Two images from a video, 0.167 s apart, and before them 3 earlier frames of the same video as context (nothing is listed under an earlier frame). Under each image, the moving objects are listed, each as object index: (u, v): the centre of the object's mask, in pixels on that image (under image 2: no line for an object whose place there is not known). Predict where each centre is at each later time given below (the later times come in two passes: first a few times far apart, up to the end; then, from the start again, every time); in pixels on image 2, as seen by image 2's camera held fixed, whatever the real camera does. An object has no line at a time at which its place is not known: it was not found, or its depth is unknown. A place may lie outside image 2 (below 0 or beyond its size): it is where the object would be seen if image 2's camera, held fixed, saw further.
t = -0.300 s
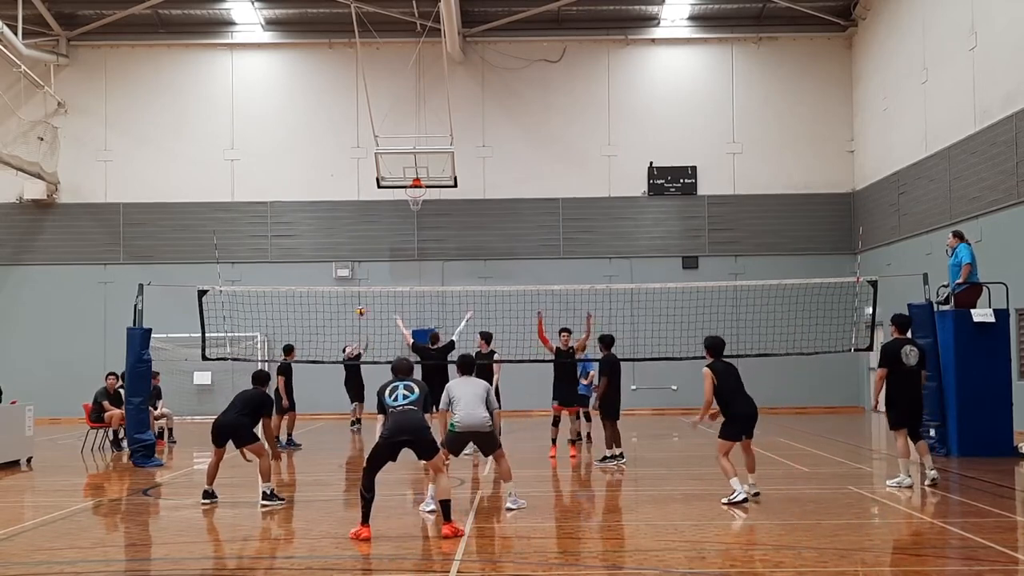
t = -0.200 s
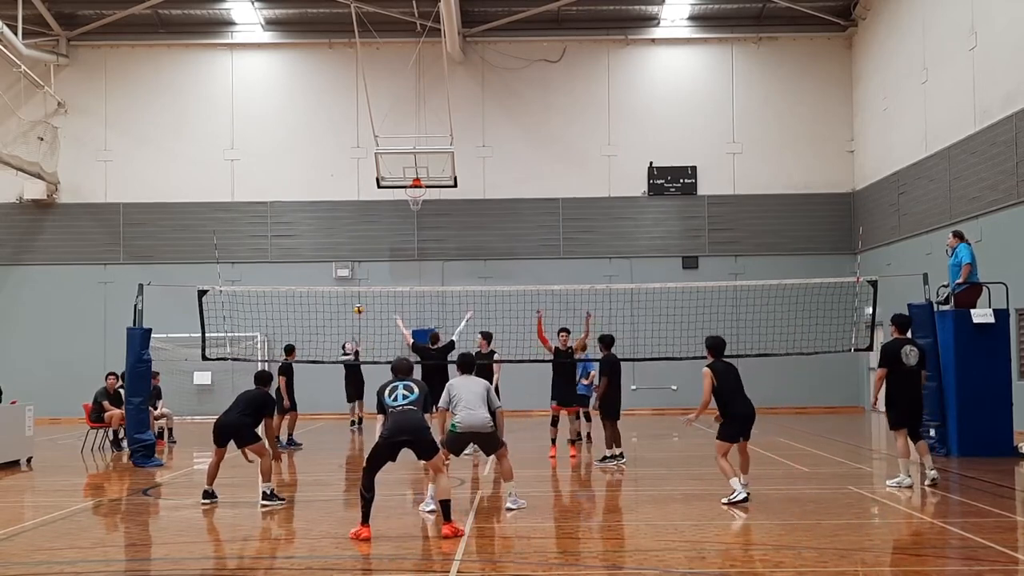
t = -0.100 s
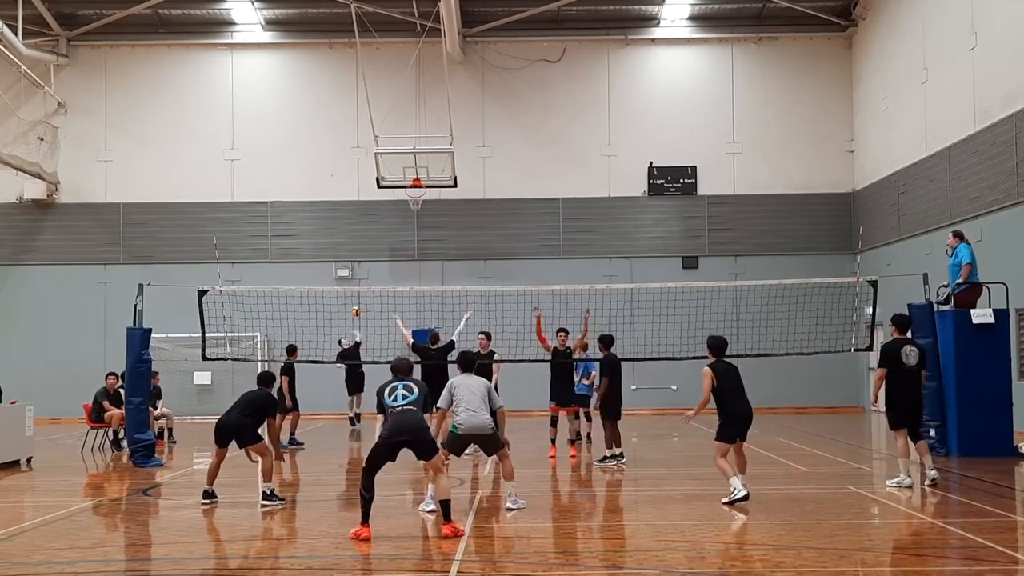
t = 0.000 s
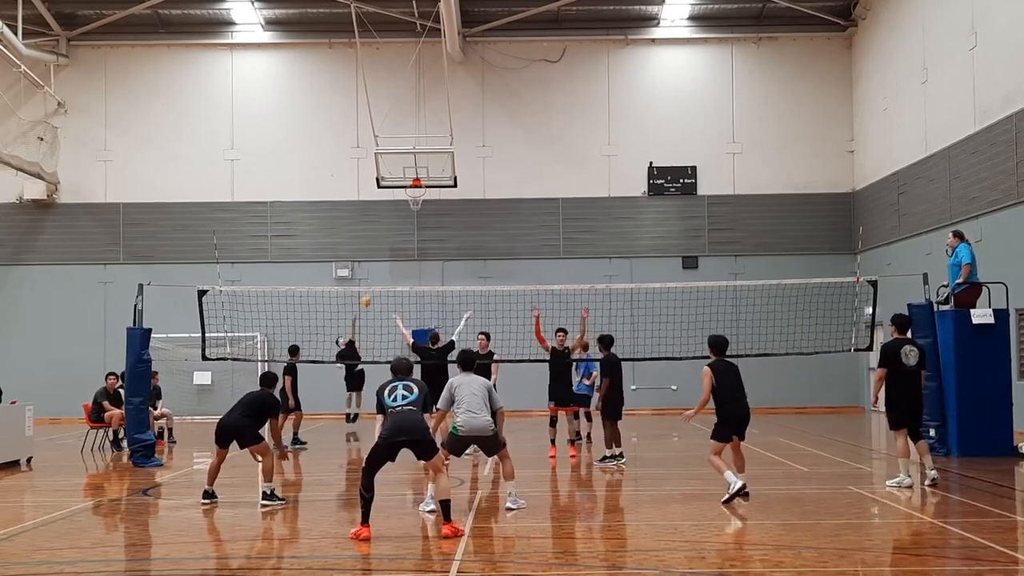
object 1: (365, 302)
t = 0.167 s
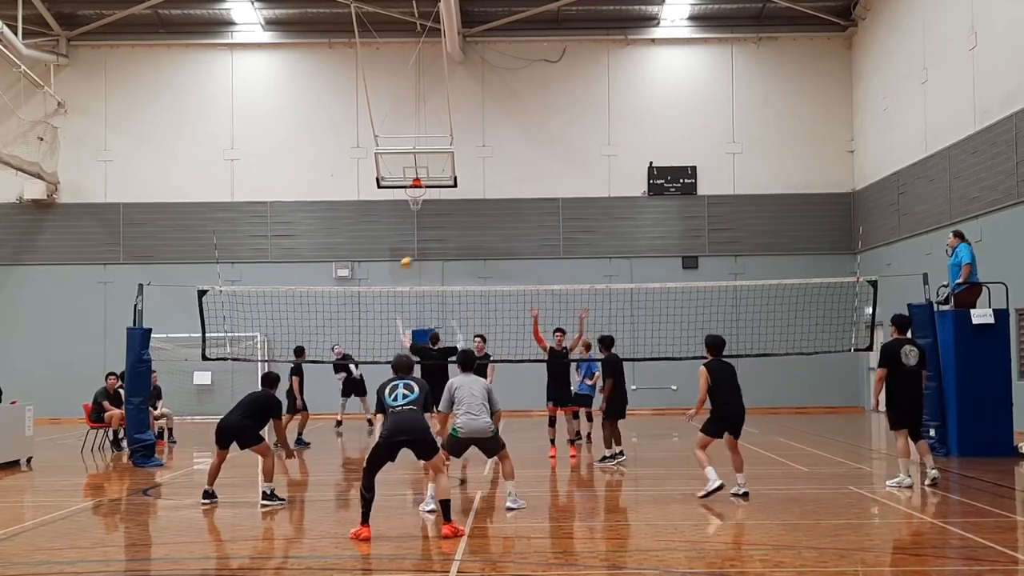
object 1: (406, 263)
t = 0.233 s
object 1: (422, 250)
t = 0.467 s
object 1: (488, 219)
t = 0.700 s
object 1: (570, 205)
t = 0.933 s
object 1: (685, 226)
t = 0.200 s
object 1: (414, 256)
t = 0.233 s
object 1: (422, 250)
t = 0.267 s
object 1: (431, 245)
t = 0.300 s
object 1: (440, 240)
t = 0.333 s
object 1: (449, 235)
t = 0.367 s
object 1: (457, 231)
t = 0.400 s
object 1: (467, 226)
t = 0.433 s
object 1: (477, 222)
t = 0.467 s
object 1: (488, 219)
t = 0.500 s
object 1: (498, 216)
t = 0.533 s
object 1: (508, 213)
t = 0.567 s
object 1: (520, 210)
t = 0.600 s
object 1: (531, 208)
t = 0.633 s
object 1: (543, 206)
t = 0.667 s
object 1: (556, 205)
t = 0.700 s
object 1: (570, 205)
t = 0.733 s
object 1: (583, 205)
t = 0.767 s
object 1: (598, 206)
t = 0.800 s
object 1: (613, 208)
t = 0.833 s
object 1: (629, 210)
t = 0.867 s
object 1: (646, 214)
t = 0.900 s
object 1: (665, 219)
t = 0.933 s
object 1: (685, 226)
